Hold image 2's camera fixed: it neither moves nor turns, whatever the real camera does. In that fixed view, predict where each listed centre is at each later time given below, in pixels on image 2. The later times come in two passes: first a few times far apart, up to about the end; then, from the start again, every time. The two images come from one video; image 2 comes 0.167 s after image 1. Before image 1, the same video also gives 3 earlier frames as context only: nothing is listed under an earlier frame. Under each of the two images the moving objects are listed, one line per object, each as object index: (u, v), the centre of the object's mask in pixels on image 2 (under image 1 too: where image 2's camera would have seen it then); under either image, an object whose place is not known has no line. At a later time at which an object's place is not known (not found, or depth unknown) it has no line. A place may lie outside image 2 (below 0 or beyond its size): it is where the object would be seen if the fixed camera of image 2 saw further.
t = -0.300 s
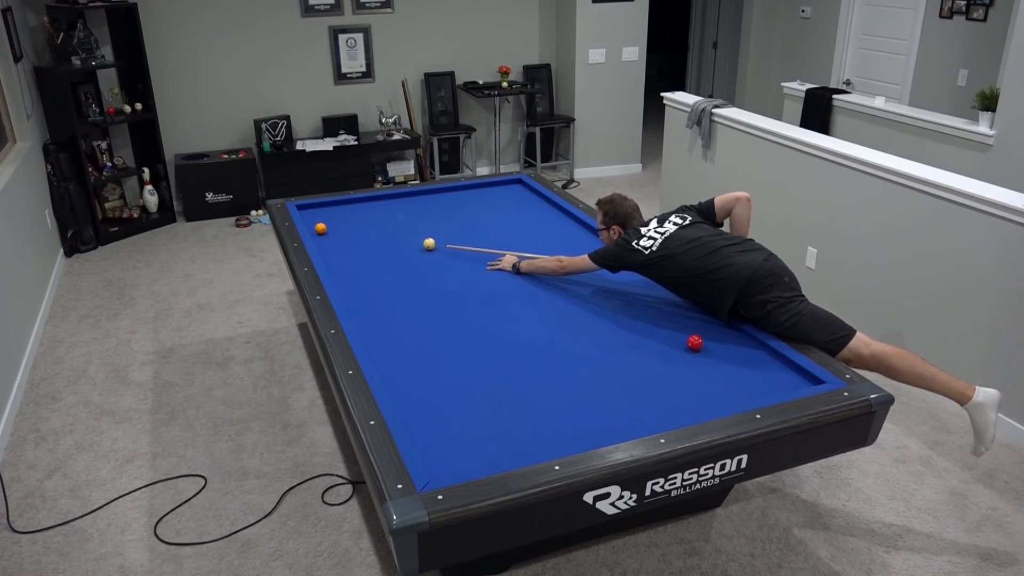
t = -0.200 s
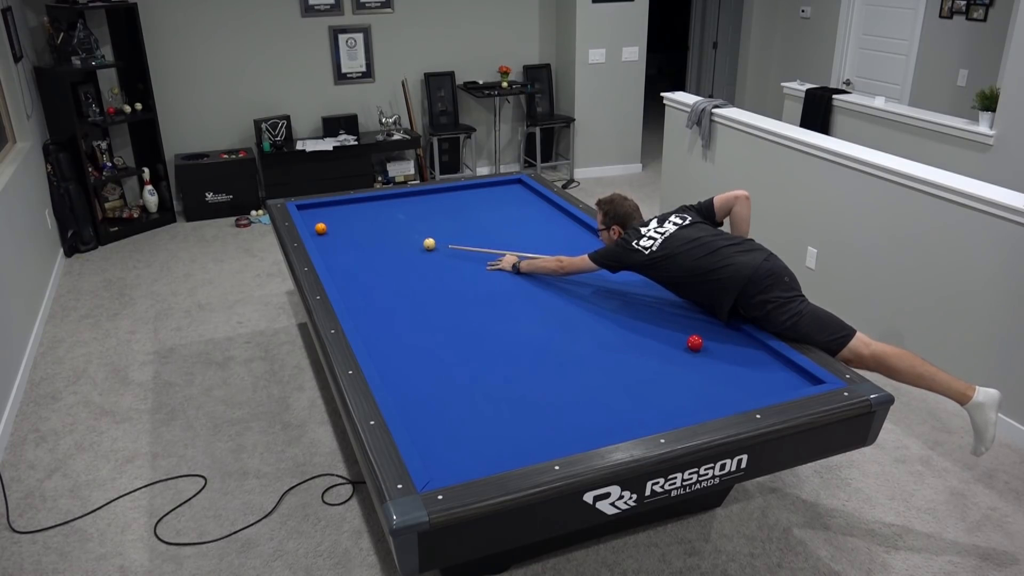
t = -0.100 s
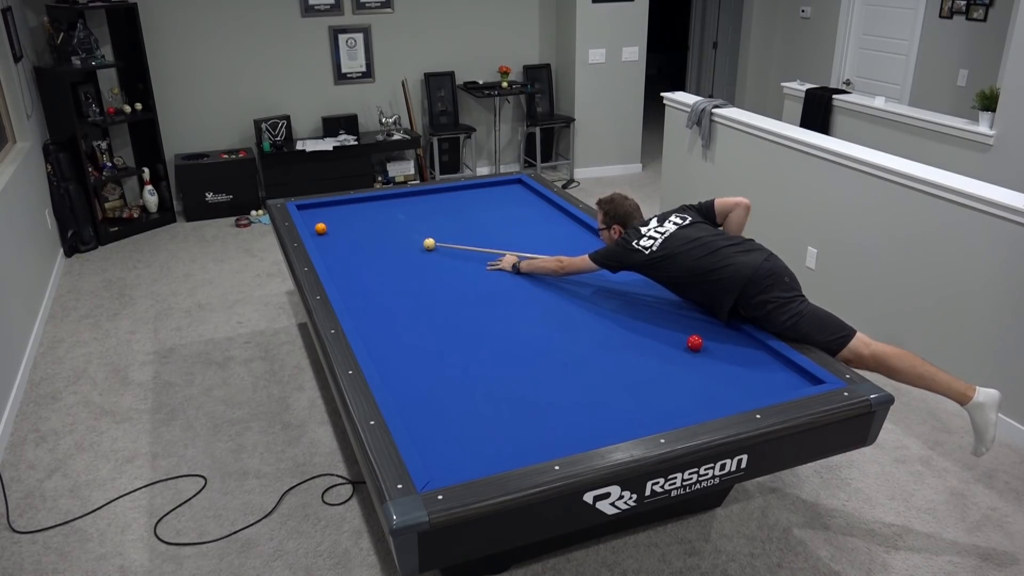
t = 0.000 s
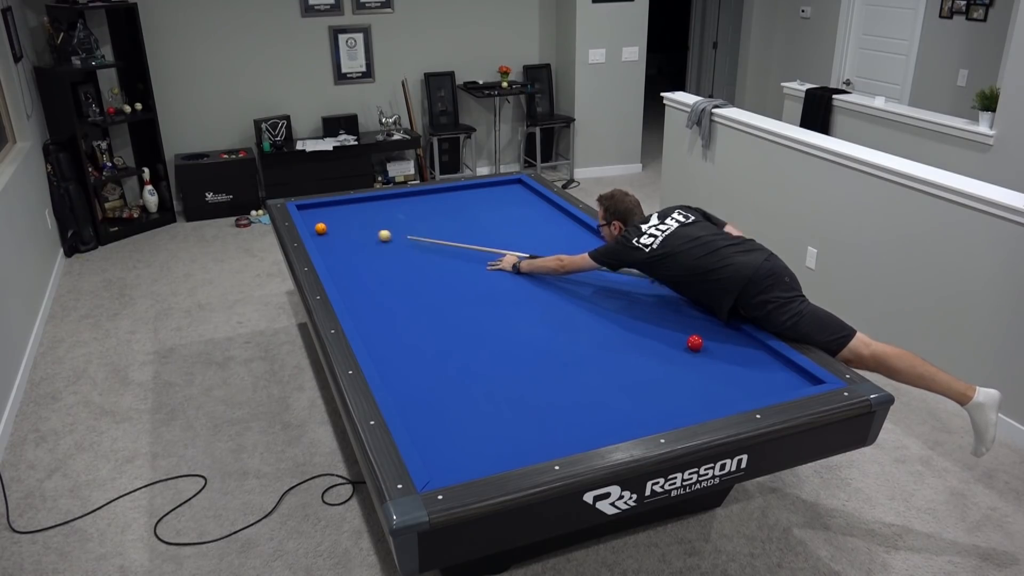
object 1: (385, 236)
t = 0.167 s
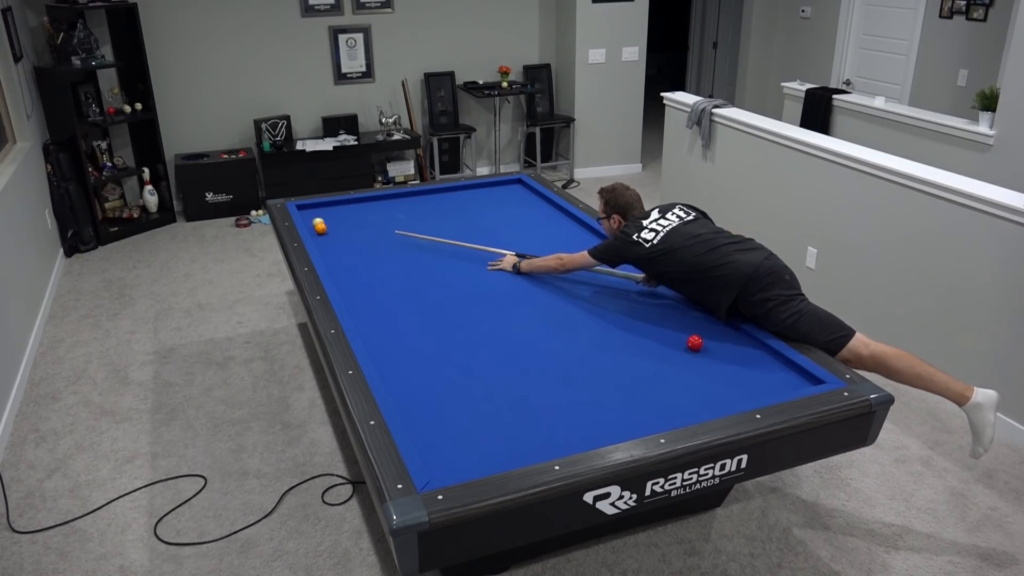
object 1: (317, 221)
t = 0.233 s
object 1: (313, 218)
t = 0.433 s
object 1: (343, 202)
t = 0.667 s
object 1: (390, 206)
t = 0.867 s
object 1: (430, 209)
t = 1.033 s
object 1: (464, 212)
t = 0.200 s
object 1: (308, 221)
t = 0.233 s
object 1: (313, 218)
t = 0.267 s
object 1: (319, 215)
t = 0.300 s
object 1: (325, 212)
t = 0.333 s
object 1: (330, 209)
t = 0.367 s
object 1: (334, 206)
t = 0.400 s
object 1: (338, 203)
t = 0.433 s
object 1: (343, 202)
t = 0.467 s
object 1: (350, 203)
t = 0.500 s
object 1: (357, 204)
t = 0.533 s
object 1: (364, 204)
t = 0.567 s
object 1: (370, 205)
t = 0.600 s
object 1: (377, 206)
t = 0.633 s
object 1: (384, 206)
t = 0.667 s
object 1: (390, 206)
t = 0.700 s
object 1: (397, 207)
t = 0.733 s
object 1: (403, 208)
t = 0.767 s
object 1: (410, 208)
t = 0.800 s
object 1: (417, 209)
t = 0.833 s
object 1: (423, 209)
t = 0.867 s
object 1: (430, 209)
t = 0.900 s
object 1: (437, 210)
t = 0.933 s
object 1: (443, 210)
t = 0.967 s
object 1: (450, 211)
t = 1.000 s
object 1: (457, 211)
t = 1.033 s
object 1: (464, 212)
